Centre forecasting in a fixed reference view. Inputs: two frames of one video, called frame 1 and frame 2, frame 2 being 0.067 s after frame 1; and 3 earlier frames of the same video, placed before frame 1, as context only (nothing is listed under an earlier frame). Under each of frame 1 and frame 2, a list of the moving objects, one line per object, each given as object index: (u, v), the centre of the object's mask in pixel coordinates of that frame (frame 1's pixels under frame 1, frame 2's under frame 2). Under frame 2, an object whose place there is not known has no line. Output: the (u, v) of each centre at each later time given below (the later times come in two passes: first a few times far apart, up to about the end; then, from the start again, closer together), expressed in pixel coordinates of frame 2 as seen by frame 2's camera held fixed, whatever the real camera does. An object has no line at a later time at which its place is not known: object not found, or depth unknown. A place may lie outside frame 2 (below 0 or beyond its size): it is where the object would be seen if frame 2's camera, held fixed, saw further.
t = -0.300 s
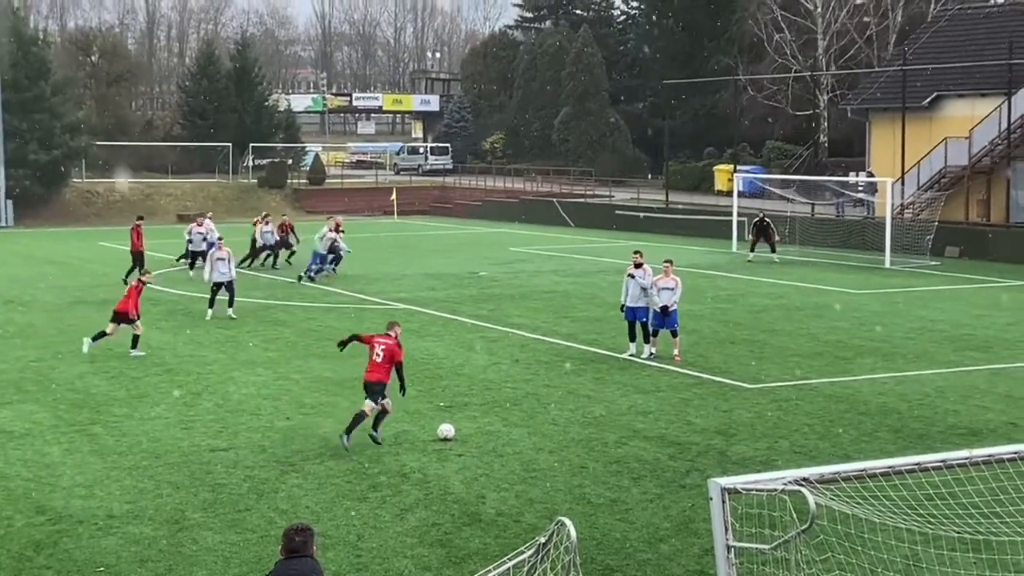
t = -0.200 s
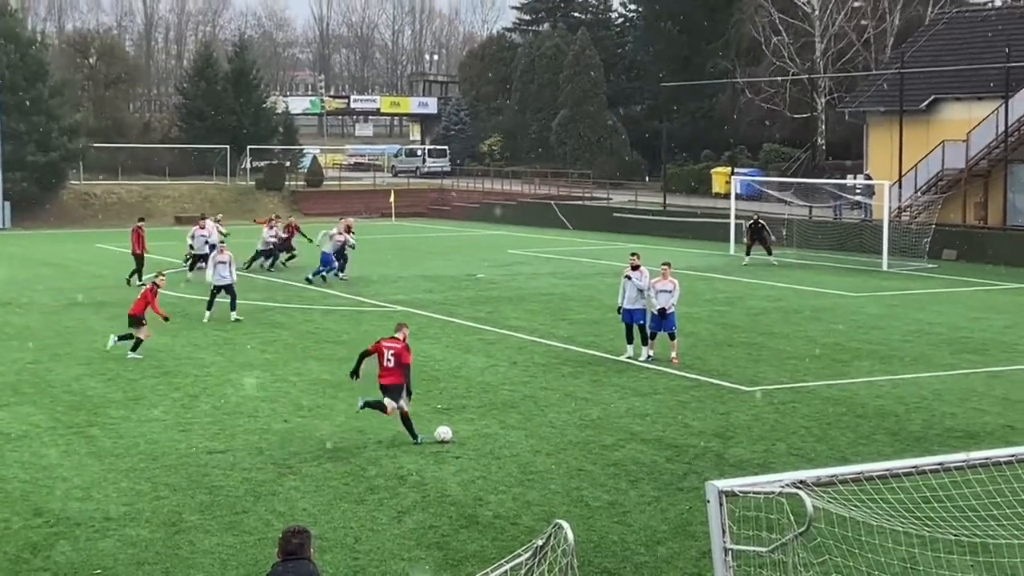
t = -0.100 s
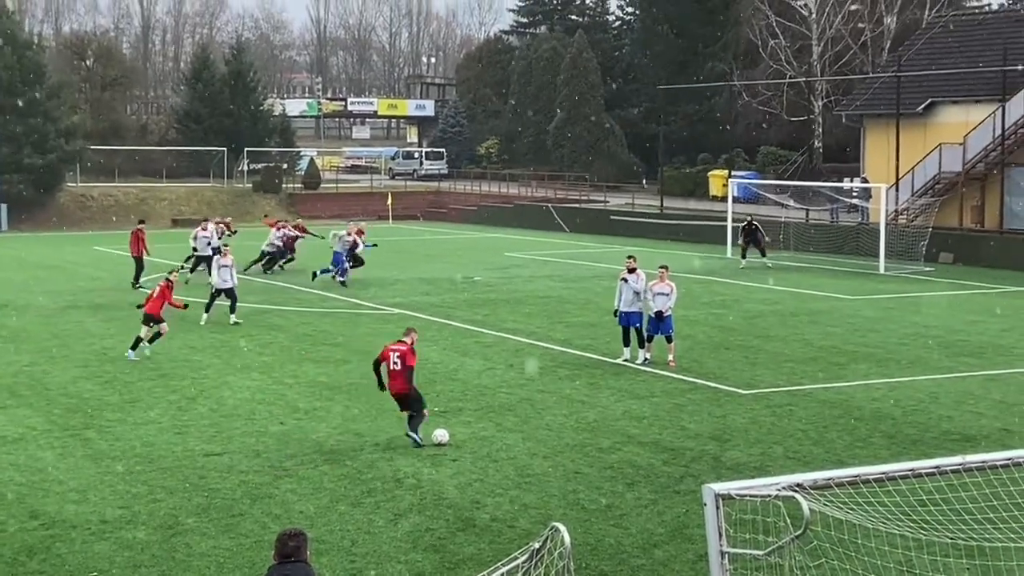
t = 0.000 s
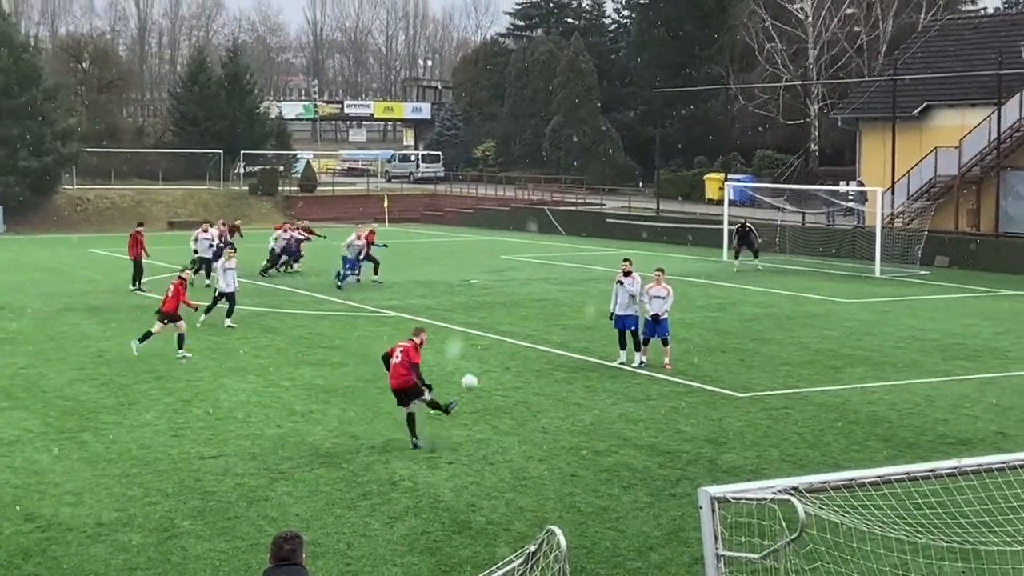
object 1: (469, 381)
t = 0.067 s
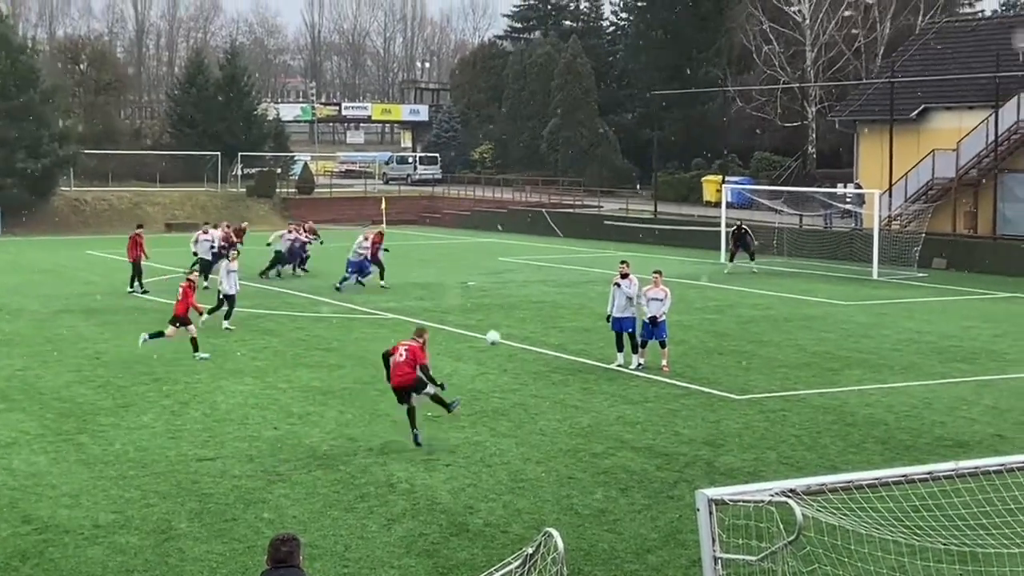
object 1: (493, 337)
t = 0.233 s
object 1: (536, 253)
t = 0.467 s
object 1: (566, 187)
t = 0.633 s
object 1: (573, 167)
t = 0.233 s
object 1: (536, 253)
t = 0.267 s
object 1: (542, 241)
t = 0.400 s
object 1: (560, 201)
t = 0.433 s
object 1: (564, 194)
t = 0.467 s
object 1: (566, 187)
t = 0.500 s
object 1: (568, 182)
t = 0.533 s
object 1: (570, 177)
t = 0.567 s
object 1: (571, 173)
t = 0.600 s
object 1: (572, 170)
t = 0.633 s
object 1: (573, 167)
